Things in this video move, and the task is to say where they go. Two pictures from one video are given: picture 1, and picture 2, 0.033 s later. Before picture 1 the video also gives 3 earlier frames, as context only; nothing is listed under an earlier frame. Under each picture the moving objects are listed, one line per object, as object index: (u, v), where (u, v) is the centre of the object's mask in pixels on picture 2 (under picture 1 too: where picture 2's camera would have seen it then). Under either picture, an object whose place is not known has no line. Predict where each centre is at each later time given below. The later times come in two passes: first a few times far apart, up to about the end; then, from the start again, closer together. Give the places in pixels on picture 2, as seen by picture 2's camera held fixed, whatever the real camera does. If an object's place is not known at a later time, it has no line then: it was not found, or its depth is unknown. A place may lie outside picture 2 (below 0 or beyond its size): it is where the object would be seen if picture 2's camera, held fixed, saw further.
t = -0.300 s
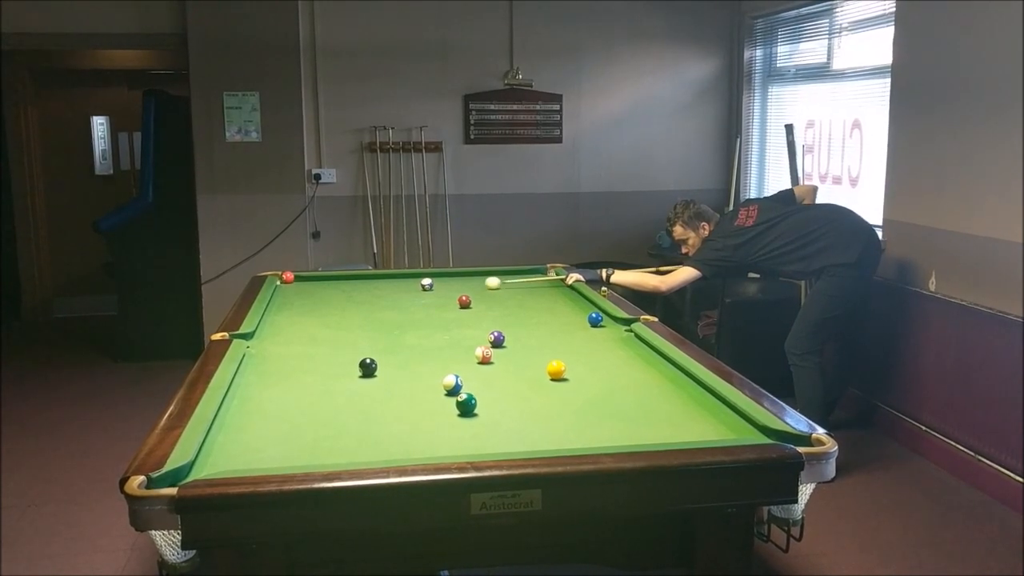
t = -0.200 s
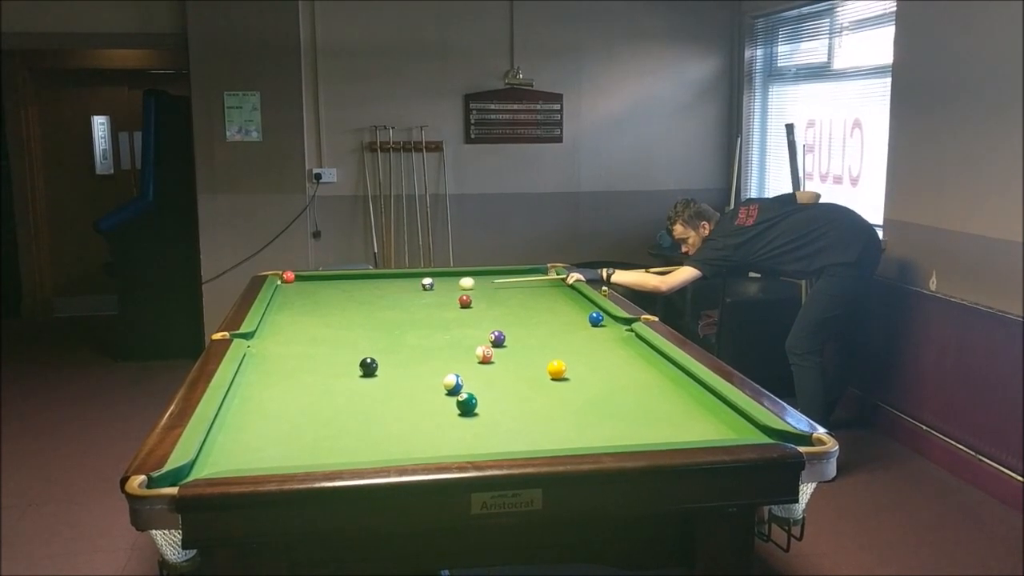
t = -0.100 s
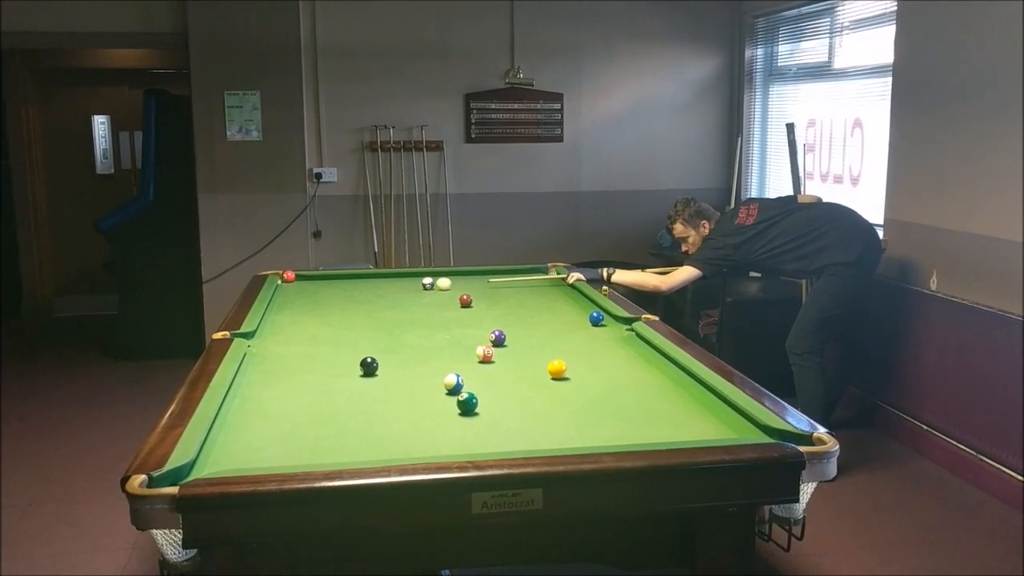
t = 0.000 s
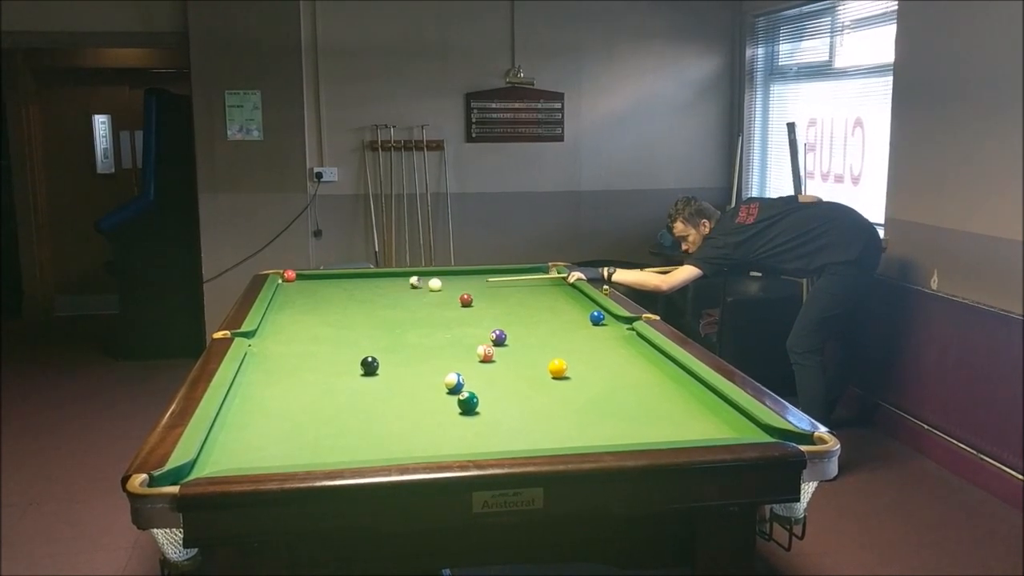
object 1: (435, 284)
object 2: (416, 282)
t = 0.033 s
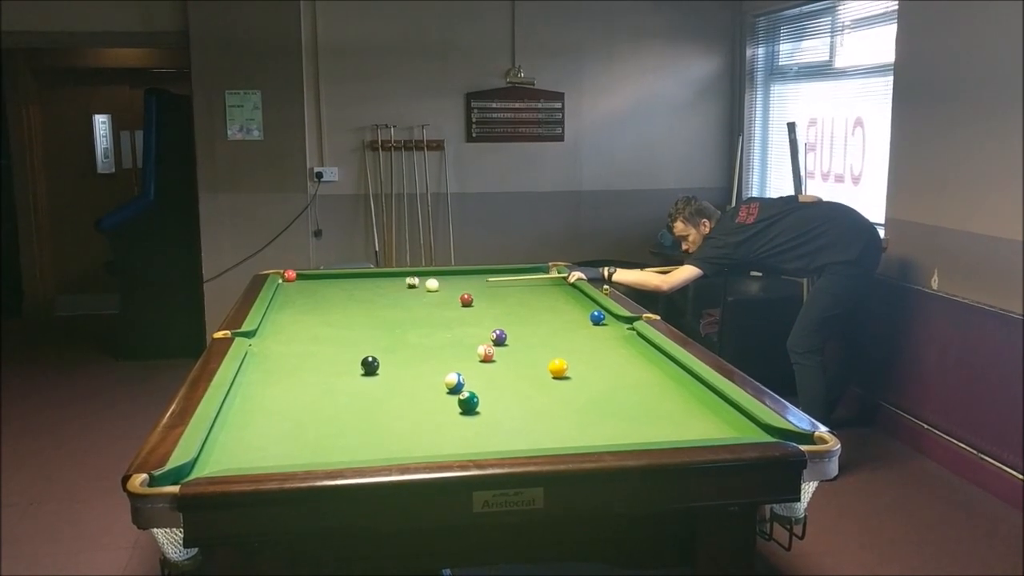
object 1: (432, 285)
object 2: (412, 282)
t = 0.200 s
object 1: (416, 288)
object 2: (392, 280)
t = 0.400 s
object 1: (397, 291)
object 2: (369, 279)
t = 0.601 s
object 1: (378, 294)
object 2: (346, 278)
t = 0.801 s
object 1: (360, 297)
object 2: (326, 278)
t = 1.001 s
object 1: (341, 300)
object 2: (306, 276)
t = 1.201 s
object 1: (322, 303)
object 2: (298, 275)
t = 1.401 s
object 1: (304, 306)
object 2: (295, 276)
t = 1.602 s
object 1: (285, 309)
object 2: (294, 276)
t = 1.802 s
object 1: (275, 311)
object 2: (292, 276)
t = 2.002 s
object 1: (286, 312)
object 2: (292, 276)
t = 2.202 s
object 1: (296, 314)
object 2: (290, 276)
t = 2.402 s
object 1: (305, 315)
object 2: (290, 276)
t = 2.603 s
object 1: (313, 316)
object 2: (290, 276)
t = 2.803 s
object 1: (321, 317)
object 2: (290, 276)
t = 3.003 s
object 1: (328, 318)
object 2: (290, 275)
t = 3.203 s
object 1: (334, 318)
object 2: (290, 275)
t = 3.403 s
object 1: (340, 320)
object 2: (289, 275)
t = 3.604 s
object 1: (344, 320)
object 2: (290, 275)
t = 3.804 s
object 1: (349, 320)
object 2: (289, 275)
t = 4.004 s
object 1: (351, 321)
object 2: (288, 275)
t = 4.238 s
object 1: (354, 321)
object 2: (288, 276)
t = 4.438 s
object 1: (355, 321)
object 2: (288, 276)
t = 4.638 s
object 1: (356, 321)
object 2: (288, 276)
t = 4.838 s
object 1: (356, 321)
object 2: (288, 276)
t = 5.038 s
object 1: (356, 321)
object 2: (288, 276)
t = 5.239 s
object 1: (356, 321)
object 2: (288, 276)
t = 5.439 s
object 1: (356, 321)
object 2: (288, 276)
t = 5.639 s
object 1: (356, 321)
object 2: (288, 276)
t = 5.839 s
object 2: (288, 276)
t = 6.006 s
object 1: (355, 321)
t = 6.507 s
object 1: (356, 321)
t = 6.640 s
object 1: (355, 321)
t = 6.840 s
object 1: (356, 321)
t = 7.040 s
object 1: (356, 321)
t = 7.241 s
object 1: (356, 321)
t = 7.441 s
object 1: (356, 321)
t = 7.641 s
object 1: (356, 321)
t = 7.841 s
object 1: (356, 321)
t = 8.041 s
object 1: (356, 321)
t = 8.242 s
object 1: (356, 321)
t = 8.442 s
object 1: (356, 321)
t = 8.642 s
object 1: (356, 321)
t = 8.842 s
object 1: (356, 321)
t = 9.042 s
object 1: (356, 321)
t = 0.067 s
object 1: (429, 285)
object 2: (408, 282)
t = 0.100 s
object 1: (426, 286)
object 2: (404, 281)
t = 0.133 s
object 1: (422, 287)
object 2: (399, 281)
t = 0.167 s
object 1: (419, 287)
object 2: (396, 281)
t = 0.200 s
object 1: (416, 288)
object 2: (392, 280)
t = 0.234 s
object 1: (413, 288)
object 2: (388, 280)
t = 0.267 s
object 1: (410, 288)
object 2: (384, 280)
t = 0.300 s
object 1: (407, 289)
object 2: (380, 280)
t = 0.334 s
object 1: (403, 290)
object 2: (376, 280)
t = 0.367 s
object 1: (400, 290)
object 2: (373, 279)
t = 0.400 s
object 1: (397, 291)
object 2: (369, 279)
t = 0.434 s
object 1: (394, 291)
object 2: (365, 279)
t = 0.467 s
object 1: (391, 291)
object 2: (361, 279)
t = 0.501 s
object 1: (388, 292)
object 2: (359, 279)
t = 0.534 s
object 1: (385, 292)
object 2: (354, 278)
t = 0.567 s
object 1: (382, 293)
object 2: (350, 278)
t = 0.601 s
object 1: (378, 294)
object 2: (346, 278)
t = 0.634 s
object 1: (375, 294)
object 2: (343, 278)
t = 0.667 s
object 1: (372, 295)
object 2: (340, 278)
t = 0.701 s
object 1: (369, 295)
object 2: (337, 278)
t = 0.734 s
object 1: (366, 296)
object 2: (333, 277)
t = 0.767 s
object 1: (363, 296)
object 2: (329, 277)
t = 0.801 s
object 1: (360, 297)
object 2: (326, 278)
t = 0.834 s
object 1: (357, 297)
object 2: (323, 277)
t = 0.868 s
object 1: (353, 297)
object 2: (320, 276)
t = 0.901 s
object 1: (350, 298)
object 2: (316, 276)
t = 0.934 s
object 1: (347, 299)
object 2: (312, 276)
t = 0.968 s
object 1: (344, 299)
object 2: (309, 276)
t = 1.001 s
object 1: (341, 300)
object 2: (306, 276)
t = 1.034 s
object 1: (338, 300)
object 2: (304, 276)
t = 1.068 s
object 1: (335, 301)
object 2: (301, 275)
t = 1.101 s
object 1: (331, 301)
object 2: (300, 275)
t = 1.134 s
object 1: (329, 302)
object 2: (299, 275)
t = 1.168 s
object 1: (325, 302)
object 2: (299, 275)
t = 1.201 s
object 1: (322, 303)
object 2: (298, 275)
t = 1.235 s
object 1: (319, 303)
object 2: (298, 275)
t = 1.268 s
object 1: (316, 304)
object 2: (297, 275)
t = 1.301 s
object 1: (313, 304)
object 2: (297, 276)
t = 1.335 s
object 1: (310, 305)
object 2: (296, 276)
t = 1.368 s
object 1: (307, 305)
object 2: (296, 276)
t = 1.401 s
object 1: (304, 306)
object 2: (295, 276)
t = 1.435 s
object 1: (300, 306)
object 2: (295, 276)
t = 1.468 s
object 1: (297, 307)
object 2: (295, 276)
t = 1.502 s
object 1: (294, 307)
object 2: (294, 276)
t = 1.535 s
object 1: (291, 308)
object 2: (294, 276)
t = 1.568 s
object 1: (288, 308)
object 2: (294, 275)
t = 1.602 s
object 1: (285, 309)
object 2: (294, 276)
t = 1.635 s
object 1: (282, 309)
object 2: (293, 276)
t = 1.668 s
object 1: (279, 310)
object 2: (293, 276)
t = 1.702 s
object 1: (276, 310)
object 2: (293, 276)
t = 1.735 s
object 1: (273, 311)
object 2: (293, 276)
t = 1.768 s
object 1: (273, 311)
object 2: (292, 276)
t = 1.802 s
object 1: (275, 311)
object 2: (292, 276)
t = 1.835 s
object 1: (277, 311)
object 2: (292, 276)
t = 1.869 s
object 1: (279, 312)
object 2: (292, 276)
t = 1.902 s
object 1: (280, 312)
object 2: (292, 276)
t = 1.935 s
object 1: (283, 312)
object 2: (292, 276)
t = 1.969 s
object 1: (284, 312)
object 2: (292, 276)
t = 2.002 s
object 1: (286, 312)
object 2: (292, 276)
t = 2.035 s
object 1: (288, 313)
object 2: (291, 276)
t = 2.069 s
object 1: (289, 313)
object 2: (291, 276)
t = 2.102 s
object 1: (291, 313)
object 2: (291, 276)
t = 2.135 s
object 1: (292, 313)
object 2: (291, 276)
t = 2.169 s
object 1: (294, 314)
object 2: (290, 276)
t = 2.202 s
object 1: (296, 314)
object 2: (290, 276)
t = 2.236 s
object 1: (297, 314)
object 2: (290, 276)
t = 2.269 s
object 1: (299, 314)
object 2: (290, 276)
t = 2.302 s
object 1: (300, 314)
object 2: (290, 276)
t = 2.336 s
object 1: (302, 314)
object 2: (290, 276)
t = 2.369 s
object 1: (303, 315)
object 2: (290, 276)
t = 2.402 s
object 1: (305, 315)
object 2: (290, 276)
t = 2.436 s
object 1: (306, 315)
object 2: (290, 276)
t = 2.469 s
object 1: (308, 315)
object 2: (290, 276)
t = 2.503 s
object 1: (309, 315)
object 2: (290, 276)
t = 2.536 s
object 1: (310, 315)
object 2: (290, 276)
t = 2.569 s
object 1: (312, 316)
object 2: (290, 276)
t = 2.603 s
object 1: (313, 316)
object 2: (290, 276)
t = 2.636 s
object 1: (315, 316)
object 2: (290, 276)
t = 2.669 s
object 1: (316, 316)
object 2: (290, 276)
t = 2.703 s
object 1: (317, 316)
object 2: (290, 276)
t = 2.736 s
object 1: (319, 317)
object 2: (290, 276)
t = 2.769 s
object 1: (320, 317)
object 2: (290, 276)
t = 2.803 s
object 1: (321, 317)
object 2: (290, 276)
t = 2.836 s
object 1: (322, 317)
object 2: (290, 276)
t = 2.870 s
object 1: (323, 317)
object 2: (290, 276)
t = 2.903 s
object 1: (325, 317)
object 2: (290, 276)
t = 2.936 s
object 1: (326, 318)
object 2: (290, 275)
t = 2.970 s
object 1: (327, 318)
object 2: (290, 275)
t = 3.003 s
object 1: (328, 318)
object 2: (290, 275)
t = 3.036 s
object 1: (329, 318)
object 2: (290, 276)
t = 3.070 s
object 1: (330, 318)
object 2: (289, 275)
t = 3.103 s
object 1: (331, 318)
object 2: (289, 275)
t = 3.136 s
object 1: (333, 318)
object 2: (290, 275)
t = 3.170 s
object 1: (333, 318)
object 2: (290, 275)
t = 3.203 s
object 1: (334, 318)
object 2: (290, 275)
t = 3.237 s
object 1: (335, 319)
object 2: (289, 275)
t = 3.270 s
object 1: (336, 319)
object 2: (289, 275)
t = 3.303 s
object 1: (337, 319)
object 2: (289, 276)
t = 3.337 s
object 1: (338, 319)
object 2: (290, 275)
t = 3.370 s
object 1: (339, 319)
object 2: (289, 275)
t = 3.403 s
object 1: (340, 320)
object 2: (289, 275)
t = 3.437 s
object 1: (341, 320)
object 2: (289, 275)
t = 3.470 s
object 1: (341, 320)
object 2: (289, 275)
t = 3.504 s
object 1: (342, 320)
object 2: (289, 275)
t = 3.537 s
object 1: (343, 320)
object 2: (289, 275)
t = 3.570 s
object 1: (343, 320)
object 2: (289, 275)
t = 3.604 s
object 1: (344, 320)
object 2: (290, 275)
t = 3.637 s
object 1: (345, 319)
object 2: (290, 276)
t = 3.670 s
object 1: (346, 320)
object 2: (290, 275)
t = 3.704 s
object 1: (346, 320)
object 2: (290, 275)
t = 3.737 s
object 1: (347, 320)
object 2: (289, 275)
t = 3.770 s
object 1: (348, 320)
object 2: (289, 275)
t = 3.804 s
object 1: (349, 320)
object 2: (289, 275)
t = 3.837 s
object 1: (349, 321)
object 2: (289, 276)
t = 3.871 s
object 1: (350, 320)
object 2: (289, 276)
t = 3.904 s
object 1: (350, 321)
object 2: (289, 276)
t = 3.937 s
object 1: (351, 320)
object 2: (289, 276)
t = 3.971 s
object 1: (351, 321)
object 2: (288, 275)
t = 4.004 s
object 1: (351, 321)
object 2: (288, 275)
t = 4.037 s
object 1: (352, 321)
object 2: (288, 275)
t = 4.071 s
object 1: (352, 321)
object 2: (288, 275)
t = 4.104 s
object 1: (353, 321)
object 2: (288, 276)
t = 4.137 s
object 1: (353, 321)
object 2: (288, 275)
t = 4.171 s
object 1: (353, 321)
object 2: (288, 275)
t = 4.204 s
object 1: (354, 321)
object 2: (288, 276)
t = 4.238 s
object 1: (354, 321)
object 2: (288, 276)
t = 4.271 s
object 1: (354, 321)
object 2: (288, 275)
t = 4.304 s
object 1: (354, 321)
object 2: (288, 276)
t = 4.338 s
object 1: (354, 321)
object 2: (288, 276)
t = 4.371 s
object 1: (355, 321)
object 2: (288, 276)
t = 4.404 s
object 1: (355, 321)
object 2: (288, 276)
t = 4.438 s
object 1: (355, 321)
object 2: (288, 276)
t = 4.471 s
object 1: (355, 321)
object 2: (288, 276)
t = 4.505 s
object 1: (355, 321)
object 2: (288, 276)
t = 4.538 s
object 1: (355, 321)
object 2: (288, 276)
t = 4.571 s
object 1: (355, 321)
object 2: (288, 276)
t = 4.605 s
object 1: (356, 321)
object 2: (288, 276)
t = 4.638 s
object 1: (356, 321)
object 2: (288, 276)
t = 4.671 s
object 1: (356, 321)
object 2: (288, 276)
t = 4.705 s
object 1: (356, 321)
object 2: (288, 276)
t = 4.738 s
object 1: (356, 321)
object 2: (288, 276)
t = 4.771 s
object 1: (356, 321)
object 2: (288, 276)
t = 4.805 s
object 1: (356, 321)
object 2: (288, 276)
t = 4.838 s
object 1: (356, 321)
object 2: (288, 276)
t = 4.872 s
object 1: (356, 321)
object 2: (288, 276)
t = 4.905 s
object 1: (356, 321)
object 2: (288, 276)
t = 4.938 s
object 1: (356, 321)
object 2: (288, 276)
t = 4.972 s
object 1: (356, 321)
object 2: (288, 276)
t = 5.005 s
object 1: (356, 321)
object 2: (288, 276)
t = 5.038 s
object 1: (356, 321)
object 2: (288, 276)
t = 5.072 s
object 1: (356, 321)
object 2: (288, 276)
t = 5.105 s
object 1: (356, 321)
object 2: (288, 276)
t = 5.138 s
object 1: (356, 321)
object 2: (288, 276)
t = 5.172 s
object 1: (356, 321)
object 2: (288, 276)
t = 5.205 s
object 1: (356, 321)
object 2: (288, 276)
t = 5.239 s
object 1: (356, 321)
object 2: (288, 276)
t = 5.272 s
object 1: (356, 321)
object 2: (288, 276)
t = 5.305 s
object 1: (356, 321)
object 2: (288, 276)
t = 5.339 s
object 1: (356, 321)
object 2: (288, 276)
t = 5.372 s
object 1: (356, 321)
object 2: (288, 276)
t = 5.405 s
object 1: (356, 321)
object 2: (288, 276)
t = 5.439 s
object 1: (356, 321)
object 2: (288, 276)
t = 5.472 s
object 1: (356, 321)
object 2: (288, 276)
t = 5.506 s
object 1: (355, 321)
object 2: (288, 276)
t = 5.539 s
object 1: (356, 321)
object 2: (288, 276)
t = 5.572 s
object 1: (356, 321)
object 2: (288, 276)
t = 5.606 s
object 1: (356, 321)
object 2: (288, 276)
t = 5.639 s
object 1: (356, 321)
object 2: (288, 276)
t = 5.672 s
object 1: (356, 321)
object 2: (288, 276)
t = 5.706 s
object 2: (288, 276)
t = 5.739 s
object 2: (288, 276)
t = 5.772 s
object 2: (288, 276)
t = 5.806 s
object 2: (288, 276)
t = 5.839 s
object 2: (288, 276)
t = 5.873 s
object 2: (288, 276)
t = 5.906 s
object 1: (356, 321)
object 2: (288, 276)
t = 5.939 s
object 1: (356, 321)
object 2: (288, 276)
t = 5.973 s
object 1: (356, 321)
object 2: (288, 276)
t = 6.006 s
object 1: (355, 321)
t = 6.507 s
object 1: (356, 321)
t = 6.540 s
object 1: (356, 321)
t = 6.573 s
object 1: (356, 321)
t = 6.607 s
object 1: (355, 321)
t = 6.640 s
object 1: (355, 321)
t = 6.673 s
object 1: (356, 321)
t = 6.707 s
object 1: (355, 321)
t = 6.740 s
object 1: (355, 321)
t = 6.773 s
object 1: (356, 321)
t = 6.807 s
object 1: (356, 321)
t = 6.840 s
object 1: (356, 321)
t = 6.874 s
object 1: (356, 321)
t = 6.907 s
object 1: (356, 321)
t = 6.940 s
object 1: (356, 321)
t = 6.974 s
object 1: (356, 321)
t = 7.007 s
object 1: (356, 321)
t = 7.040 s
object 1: (356, 321)
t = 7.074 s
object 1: (356, 321)
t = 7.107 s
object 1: (356, 321)
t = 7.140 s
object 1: (356, 321)
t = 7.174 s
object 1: (356, 321)
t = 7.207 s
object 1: (356, 321)
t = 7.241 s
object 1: (356, 321)
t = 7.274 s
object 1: (355, 321)
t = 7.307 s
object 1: (356, 321)
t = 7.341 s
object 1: (356, 321)
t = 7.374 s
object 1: (356, 321)
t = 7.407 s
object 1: (356, 321)
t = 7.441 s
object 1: (356, 321)
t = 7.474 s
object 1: (356, 321)
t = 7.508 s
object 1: (356, 321)
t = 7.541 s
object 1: (356, 321)
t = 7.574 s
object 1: (356, 321)
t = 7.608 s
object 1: (356, 321)
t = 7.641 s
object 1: (356, 321)
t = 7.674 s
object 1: (356, 321)
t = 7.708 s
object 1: (356, 321)
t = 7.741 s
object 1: (356, 321)
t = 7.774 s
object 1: (356, 321)
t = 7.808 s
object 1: (356, 321)
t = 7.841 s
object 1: (356, 321)
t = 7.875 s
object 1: (356, 321)
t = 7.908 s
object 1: (356, 321)
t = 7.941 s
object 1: (356, 321)
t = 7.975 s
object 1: (356, 321)
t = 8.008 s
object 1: (356, 321)
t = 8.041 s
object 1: (356, 321)
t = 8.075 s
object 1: (356, 321)
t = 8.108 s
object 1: (356, 321)
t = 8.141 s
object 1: (356, 321)
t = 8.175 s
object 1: (356, 321)
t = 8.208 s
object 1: (356, 321)
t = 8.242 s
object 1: (356, 321)
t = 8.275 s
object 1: (356, 321)
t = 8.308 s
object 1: (356, 321)
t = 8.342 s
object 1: (356, 321)
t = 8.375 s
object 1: (356, 321)
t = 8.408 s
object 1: (356, 321)
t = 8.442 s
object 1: (356, 321)
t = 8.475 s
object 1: (356, 321)
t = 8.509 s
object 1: (356, 321)
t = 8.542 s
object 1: (356, 321)
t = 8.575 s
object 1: (356, 321)
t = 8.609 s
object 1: (356, 321)
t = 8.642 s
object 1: (356, 321)
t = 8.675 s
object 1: (357, 321)
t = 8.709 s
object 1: (356, 321)
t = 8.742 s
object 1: (356, 321)
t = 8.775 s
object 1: (356, 321)
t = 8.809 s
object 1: (356, 321)
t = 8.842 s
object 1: (356, 321)
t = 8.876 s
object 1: (356, 321)
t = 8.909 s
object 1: (356, 321)
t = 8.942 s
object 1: (356, 321)
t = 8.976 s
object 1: (356, 321)
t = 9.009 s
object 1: (357, 321)
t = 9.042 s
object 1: (356, 321)
